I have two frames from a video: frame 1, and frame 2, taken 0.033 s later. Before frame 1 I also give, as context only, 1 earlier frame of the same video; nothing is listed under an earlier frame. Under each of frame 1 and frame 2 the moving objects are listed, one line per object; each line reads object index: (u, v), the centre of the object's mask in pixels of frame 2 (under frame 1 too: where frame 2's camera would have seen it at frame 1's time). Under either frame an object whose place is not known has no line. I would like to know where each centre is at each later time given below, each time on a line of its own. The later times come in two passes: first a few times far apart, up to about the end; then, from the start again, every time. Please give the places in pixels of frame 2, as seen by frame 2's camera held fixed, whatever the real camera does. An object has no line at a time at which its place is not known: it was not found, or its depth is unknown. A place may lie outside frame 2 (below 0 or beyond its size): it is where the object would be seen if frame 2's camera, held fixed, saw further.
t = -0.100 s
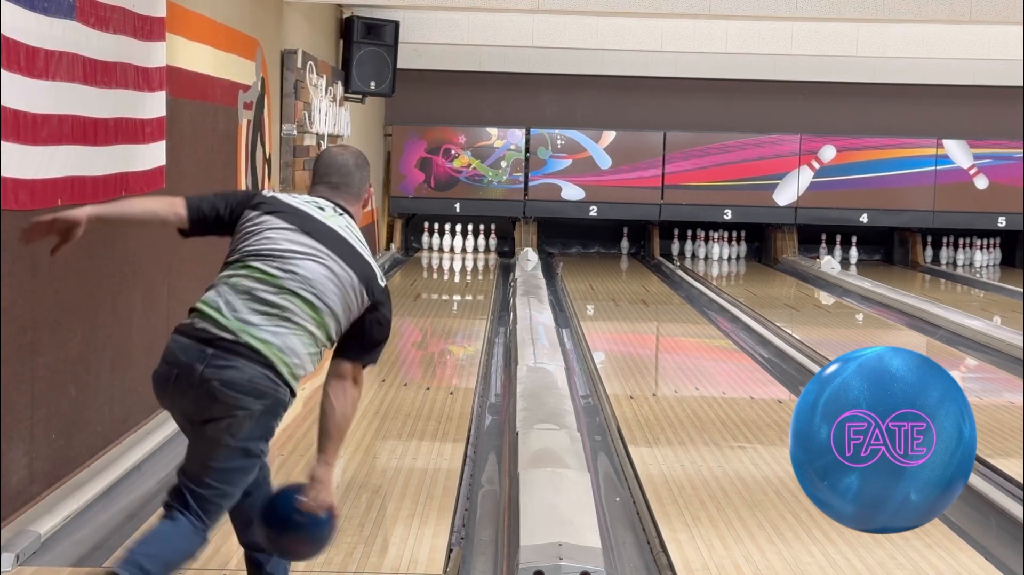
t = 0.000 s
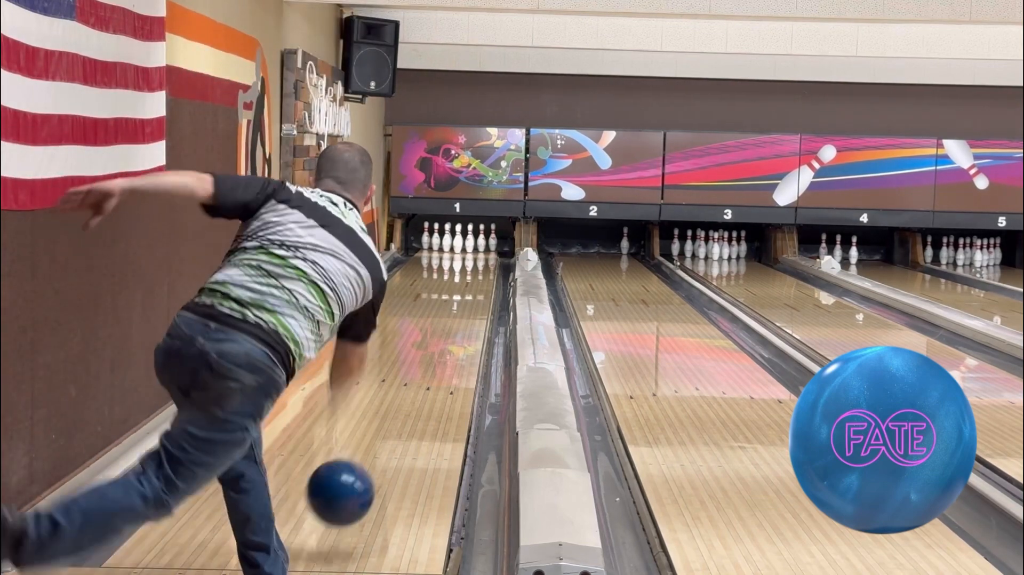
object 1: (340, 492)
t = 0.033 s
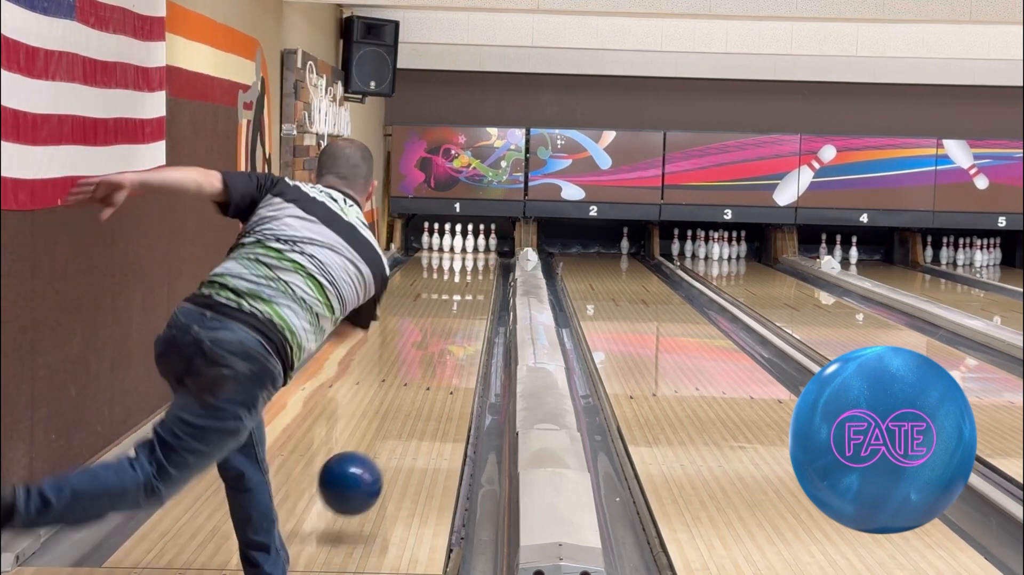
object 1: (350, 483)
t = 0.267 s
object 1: (400, 430)
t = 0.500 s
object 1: (430, 379)
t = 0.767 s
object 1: (451, 340)
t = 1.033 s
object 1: (464, 313)
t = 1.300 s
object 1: (472, 293)
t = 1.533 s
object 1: (475, 280)
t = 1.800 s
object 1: (475, 267)
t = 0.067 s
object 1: (359, 477)
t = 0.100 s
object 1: (367, 475)
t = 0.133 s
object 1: (375, 471)
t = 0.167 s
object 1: (382, 456)
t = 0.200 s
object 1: (388, 447)
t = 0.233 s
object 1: (394, 439)
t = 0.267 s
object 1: (400, 430)
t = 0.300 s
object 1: (405, 421)
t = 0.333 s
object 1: (410, 413)
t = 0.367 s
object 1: (414, 405)
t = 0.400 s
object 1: (419, 398)
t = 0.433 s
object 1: (423, 392)
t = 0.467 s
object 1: (426, 385)
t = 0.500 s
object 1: (430, 379)
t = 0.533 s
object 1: (433, 373)
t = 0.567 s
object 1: (436, 367)
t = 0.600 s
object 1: (439, 362)
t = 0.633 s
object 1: (442, 357)
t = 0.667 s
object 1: (444, 353)
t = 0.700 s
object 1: (447, 348)
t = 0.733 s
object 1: (449, 344)
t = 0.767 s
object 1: (451, 340)
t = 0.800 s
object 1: (453, 336)
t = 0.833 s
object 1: (455, 332)
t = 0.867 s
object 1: (457, 329)
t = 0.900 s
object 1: (458, 325)
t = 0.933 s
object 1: (460, 322)
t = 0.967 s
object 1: (461, 319)
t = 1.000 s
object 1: (463, 316)
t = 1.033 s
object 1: (464, 313)
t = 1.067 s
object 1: (465, 310)
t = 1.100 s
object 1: (466, 307)
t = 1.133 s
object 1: (467, 305)
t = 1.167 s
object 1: (468, 303)
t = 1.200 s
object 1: (469, 300)
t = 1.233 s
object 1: (470, 298)
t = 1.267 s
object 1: (471, 295)
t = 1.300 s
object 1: (472, 293)
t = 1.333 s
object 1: (472, 291)
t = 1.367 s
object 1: (473, 289)
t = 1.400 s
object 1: (474, 287)
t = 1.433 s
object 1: (474, 285)
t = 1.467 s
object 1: (474, 284)
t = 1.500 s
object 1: (475, 281)
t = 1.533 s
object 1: (475, 280)
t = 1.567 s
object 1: (475, 278)
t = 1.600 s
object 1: (475, 277)
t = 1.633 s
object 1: (476, 275)
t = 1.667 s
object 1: (475, 273)
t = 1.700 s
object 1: (475, 272)
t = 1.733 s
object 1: (475, 270)
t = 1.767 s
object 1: (475, 269)
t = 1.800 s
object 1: (475, 267)
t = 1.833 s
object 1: (475, 266)
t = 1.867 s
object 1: (475, 265)
